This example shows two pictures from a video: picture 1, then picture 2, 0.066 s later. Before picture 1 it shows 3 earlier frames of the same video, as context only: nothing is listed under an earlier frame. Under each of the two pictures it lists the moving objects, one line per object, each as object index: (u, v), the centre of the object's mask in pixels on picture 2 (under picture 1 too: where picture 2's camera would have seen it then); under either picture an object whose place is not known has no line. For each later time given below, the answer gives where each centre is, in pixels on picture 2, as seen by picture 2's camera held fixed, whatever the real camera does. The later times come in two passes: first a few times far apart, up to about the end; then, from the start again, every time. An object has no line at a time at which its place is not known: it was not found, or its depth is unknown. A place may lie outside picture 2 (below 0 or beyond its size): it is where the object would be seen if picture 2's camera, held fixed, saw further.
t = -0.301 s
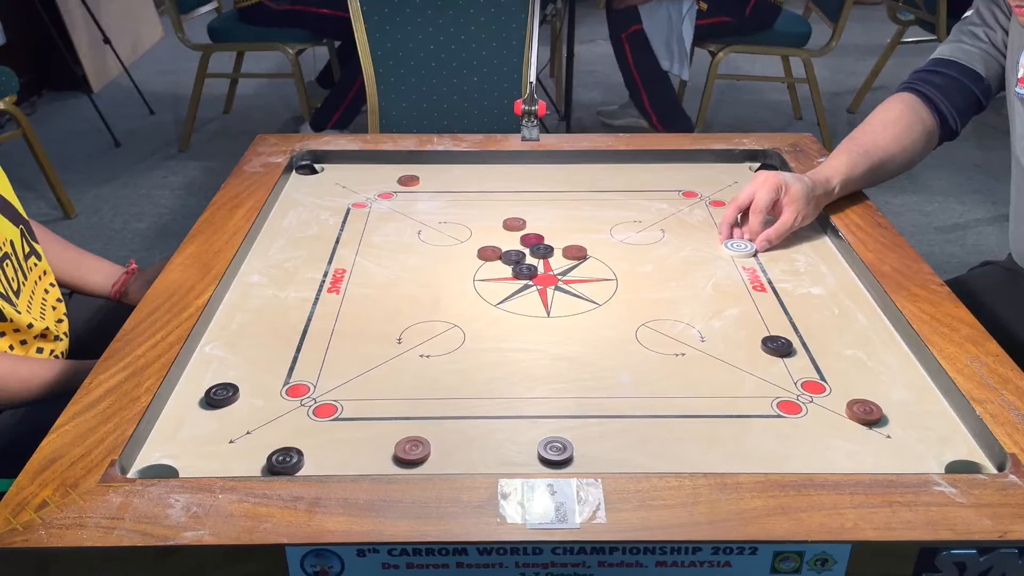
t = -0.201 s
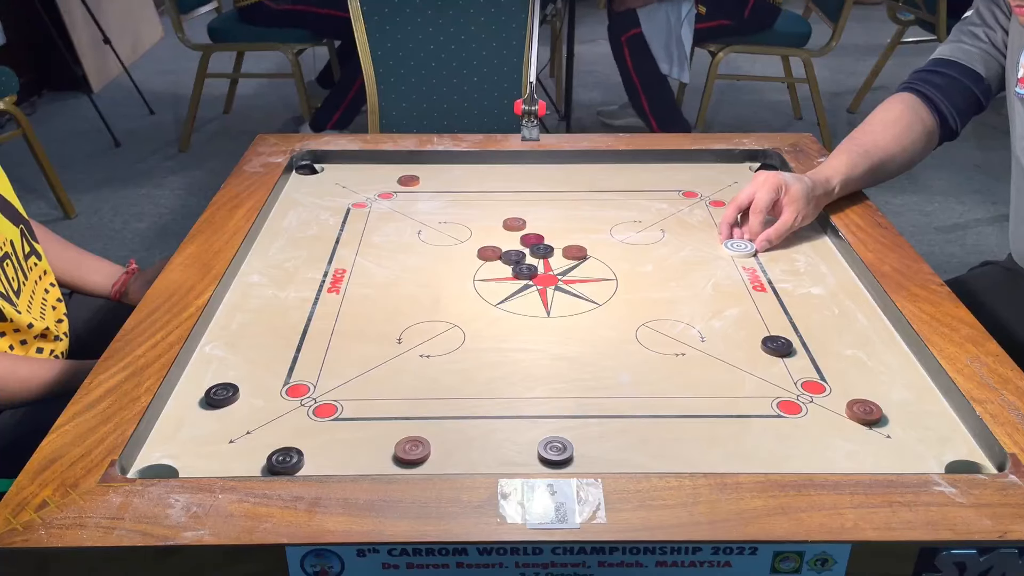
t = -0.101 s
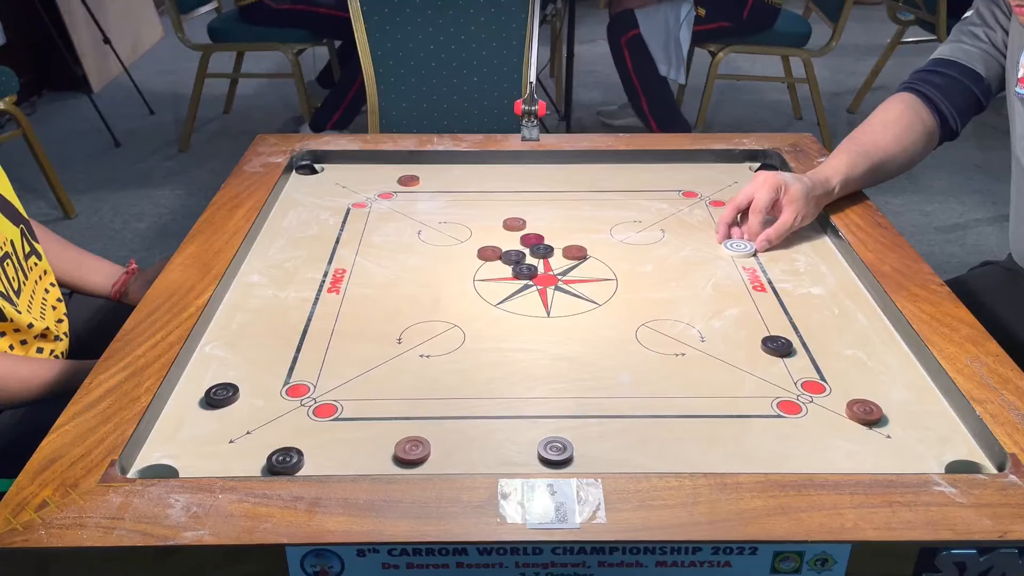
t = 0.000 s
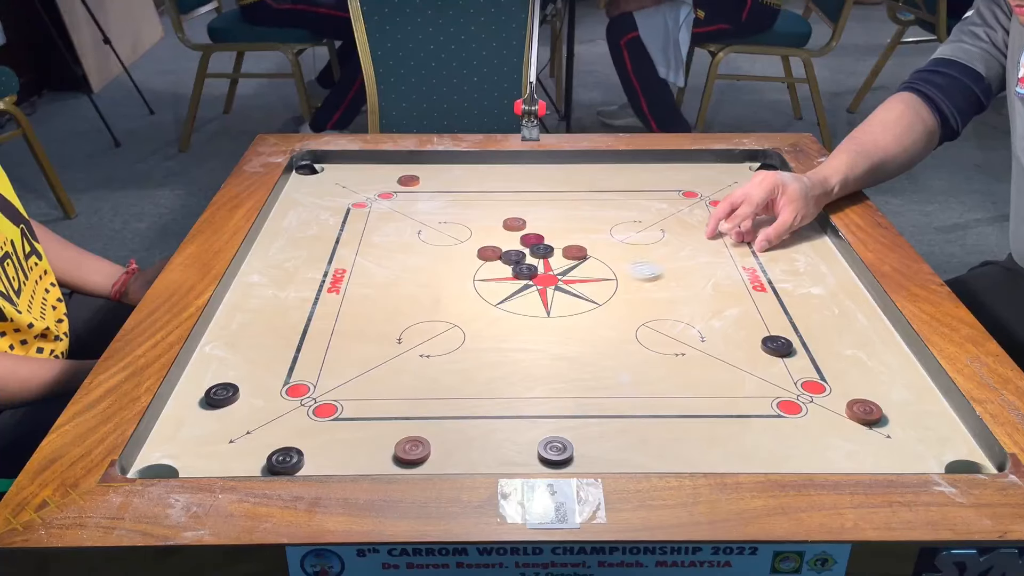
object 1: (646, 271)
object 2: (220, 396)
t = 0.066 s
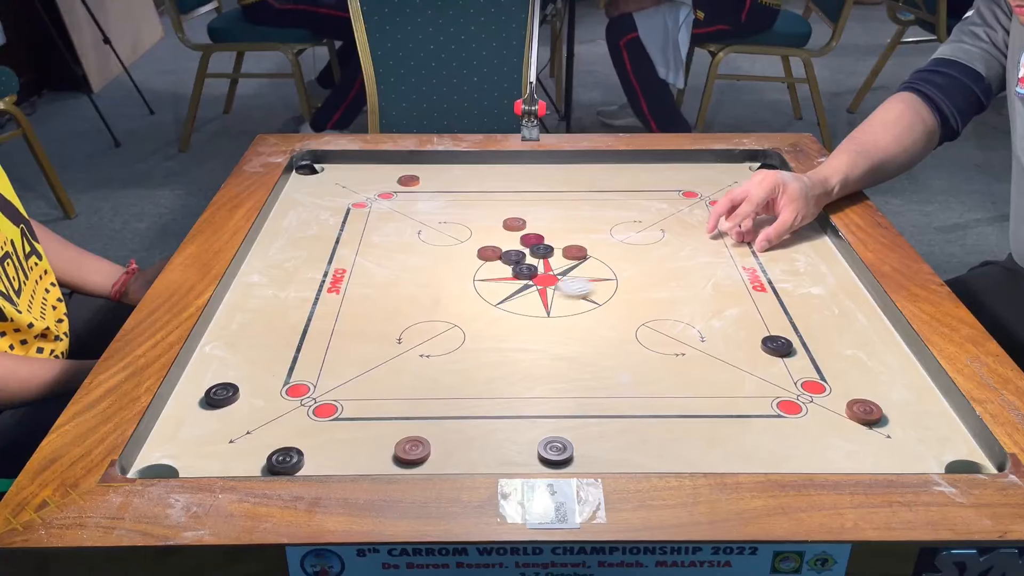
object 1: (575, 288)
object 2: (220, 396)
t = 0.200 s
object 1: (428, 323)
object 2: (220, 396)
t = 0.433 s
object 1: (234, 382)
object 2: (219, 412)
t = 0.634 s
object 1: (389, 390)
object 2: (233, 472)
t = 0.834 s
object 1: (507, 397)
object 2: (256, 446)
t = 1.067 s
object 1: (602, 403)
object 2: (260, 441)
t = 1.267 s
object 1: (644, 405)
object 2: (260, 441)
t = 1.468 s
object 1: (655, 405)
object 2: (260, 441)
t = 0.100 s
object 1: (539, 296)
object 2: (220, 396)
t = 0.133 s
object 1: (503, 306)
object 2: (220, 396)
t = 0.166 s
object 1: (465, 315)
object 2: (220, 396)
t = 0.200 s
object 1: (428, 323)
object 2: (220, 396)
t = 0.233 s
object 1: (390, 333)
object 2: (220, 396)
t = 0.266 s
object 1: (351, 342)
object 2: (220, 396)
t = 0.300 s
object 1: (310, 352)
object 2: (220, 396)
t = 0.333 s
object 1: (269, 363)
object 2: (220, 396)
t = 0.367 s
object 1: (227, 371)
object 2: (220, 396)
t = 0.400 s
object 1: (205, 380)
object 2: (218, 401)
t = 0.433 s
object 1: (234, 382)
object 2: (219, 412)
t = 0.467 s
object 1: (264, 384)
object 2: (221, 424)
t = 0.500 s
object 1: (290, 385)
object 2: (223, 437)
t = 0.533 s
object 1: (317, 386)
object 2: (224, 449)
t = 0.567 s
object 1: (342, 387)
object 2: (226, 461)
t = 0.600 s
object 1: (366, 389)
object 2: (230, 468)
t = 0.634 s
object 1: (389, 390)
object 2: (233, 472)
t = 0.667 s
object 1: (412, 391)
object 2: (238, 468)
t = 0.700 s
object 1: (432, 393)
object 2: (242, 465)
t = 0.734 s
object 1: (452, 393)
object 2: (247, 459)
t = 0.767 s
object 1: (472, 395)
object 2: (251, 454)
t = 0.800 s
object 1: (490, 396)
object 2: (254, 449)
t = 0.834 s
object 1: (507, 397)
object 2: (256, 446)
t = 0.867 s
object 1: (524, 398)
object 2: (258, 443)
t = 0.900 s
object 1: (539, 399)
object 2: (259, 442)
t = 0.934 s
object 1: (554, 400)
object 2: (260, 441)
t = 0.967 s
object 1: (568, 401)
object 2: (260, 441)
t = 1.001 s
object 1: (580, 401)
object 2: (260, 441)
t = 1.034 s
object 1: (592, 402)
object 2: (260, 441)
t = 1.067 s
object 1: (602, 403)
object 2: (260, 441)
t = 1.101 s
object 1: (611, 403)
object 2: (260, 441)
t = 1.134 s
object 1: (620, 403)
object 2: (260, 441)
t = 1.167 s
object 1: (627, 404)
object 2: (260, 441)
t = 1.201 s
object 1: (634, 404)
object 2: (260, 441)
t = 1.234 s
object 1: (639, 405)
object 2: (260, 441)
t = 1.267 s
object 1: (644, 405)
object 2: (260, 441)
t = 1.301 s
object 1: (648, 405)
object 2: (260, 441)
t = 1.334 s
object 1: (651, 405)
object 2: (260, 441)
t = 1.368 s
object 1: (653, 405)
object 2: (260, 441)
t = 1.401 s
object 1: (654, 405)
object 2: (260, 441)
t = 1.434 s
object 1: (655, 405)
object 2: (260, 441)
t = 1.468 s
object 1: (655, 405)
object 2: (260, 441)
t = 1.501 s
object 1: (655, 405)
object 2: (260, 441)
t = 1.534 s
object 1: (655, 405)
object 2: (260, 441)
